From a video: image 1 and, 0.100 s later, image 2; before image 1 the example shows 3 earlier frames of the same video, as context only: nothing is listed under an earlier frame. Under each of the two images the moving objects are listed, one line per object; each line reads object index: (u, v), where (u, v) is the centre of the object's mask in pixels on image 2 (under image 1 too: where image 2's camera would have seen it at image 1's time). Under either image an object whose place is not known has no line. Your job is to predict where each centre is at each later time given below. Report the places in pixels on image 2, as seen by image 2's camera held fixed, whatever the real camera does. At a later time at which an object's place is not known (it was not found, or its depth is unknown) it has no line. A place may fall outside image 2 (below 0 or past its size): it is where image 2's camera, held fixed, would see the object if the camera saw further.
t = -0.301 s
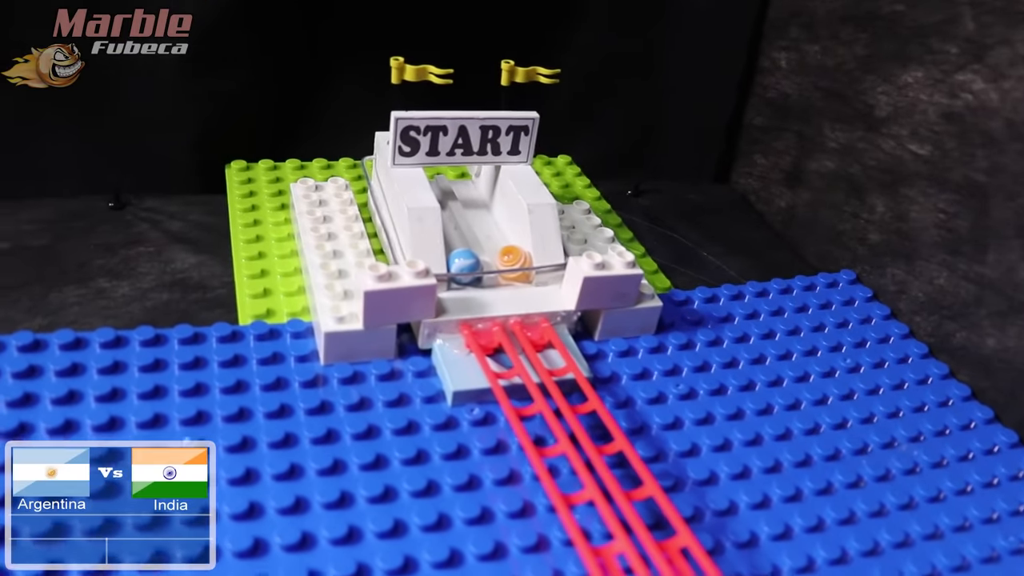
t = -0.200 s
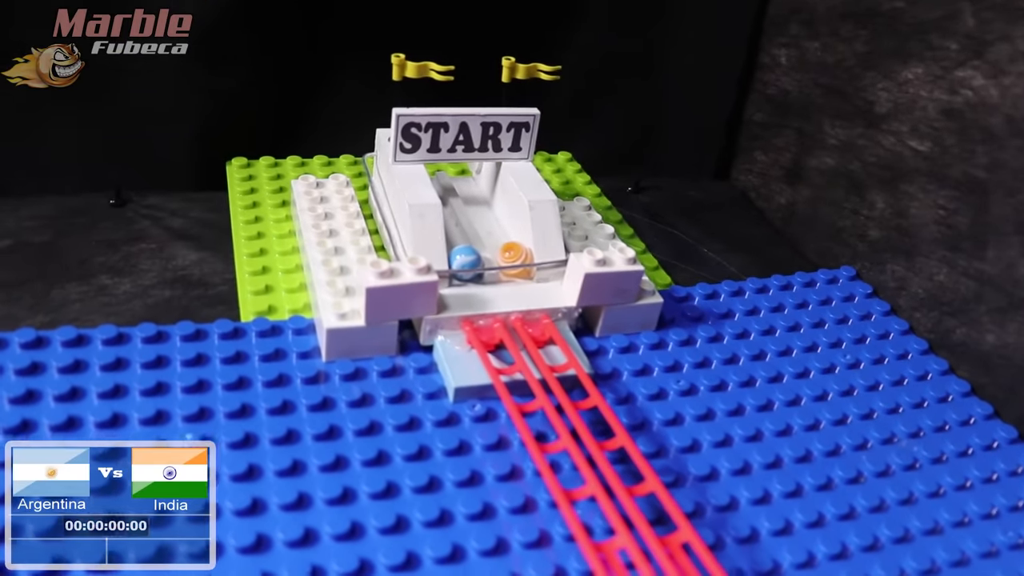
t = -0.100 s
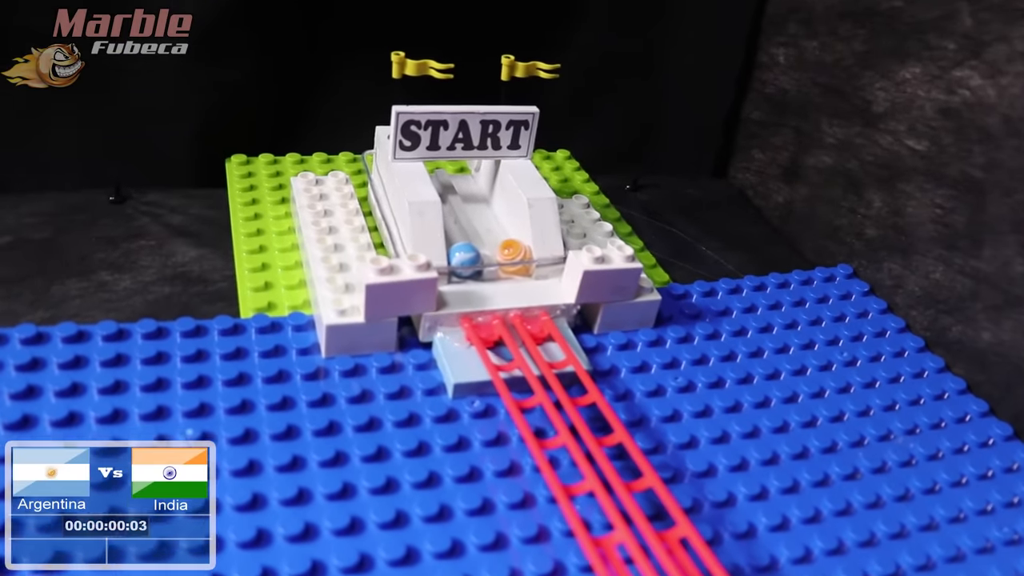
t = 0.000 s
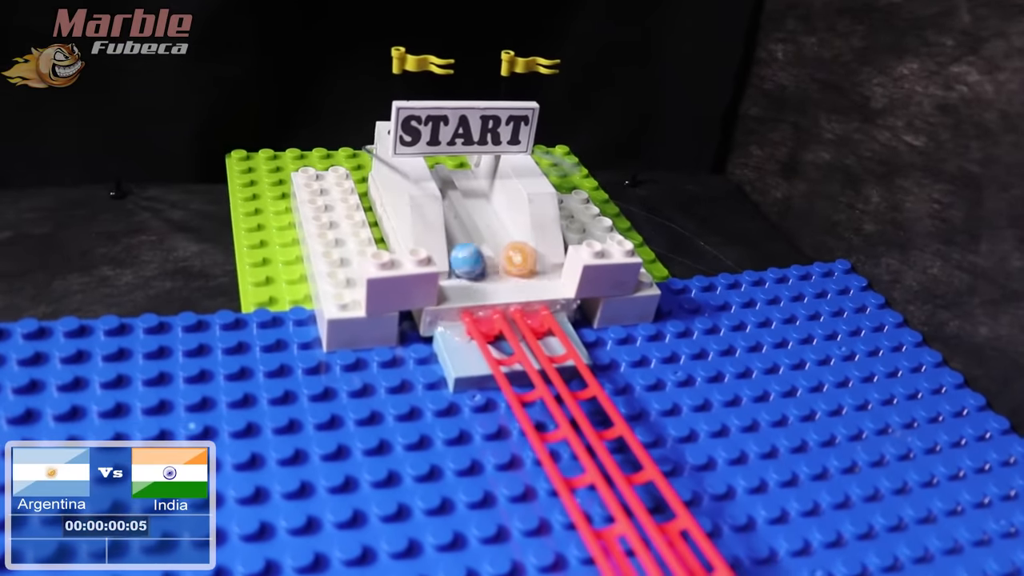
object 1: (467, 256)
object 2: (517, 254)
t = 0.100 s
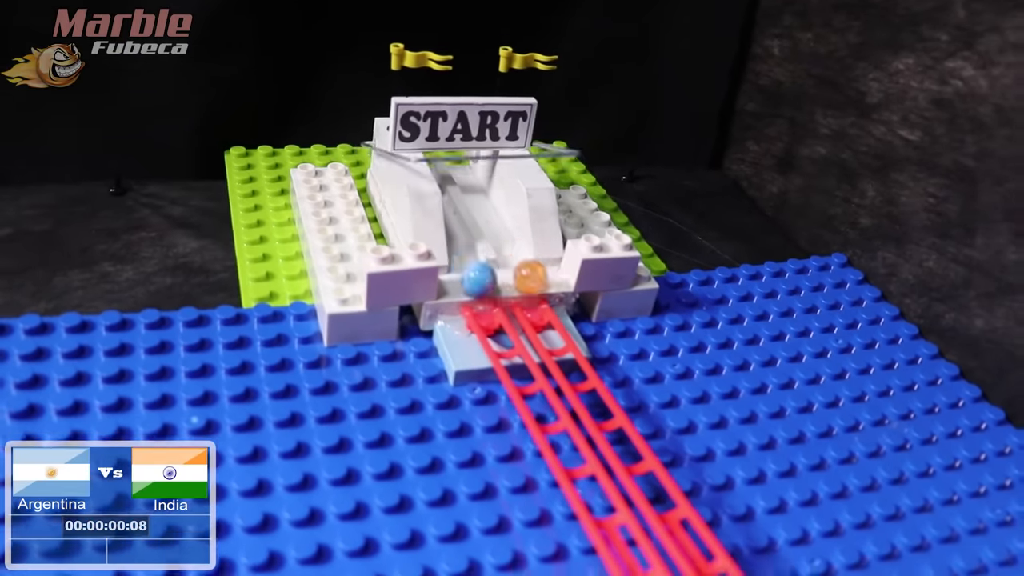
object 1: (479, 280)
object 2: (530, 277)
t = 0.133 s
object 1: (485, 298)
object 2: (536, 298)
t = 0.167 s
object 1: (496, 311)
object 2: (546, 315)
